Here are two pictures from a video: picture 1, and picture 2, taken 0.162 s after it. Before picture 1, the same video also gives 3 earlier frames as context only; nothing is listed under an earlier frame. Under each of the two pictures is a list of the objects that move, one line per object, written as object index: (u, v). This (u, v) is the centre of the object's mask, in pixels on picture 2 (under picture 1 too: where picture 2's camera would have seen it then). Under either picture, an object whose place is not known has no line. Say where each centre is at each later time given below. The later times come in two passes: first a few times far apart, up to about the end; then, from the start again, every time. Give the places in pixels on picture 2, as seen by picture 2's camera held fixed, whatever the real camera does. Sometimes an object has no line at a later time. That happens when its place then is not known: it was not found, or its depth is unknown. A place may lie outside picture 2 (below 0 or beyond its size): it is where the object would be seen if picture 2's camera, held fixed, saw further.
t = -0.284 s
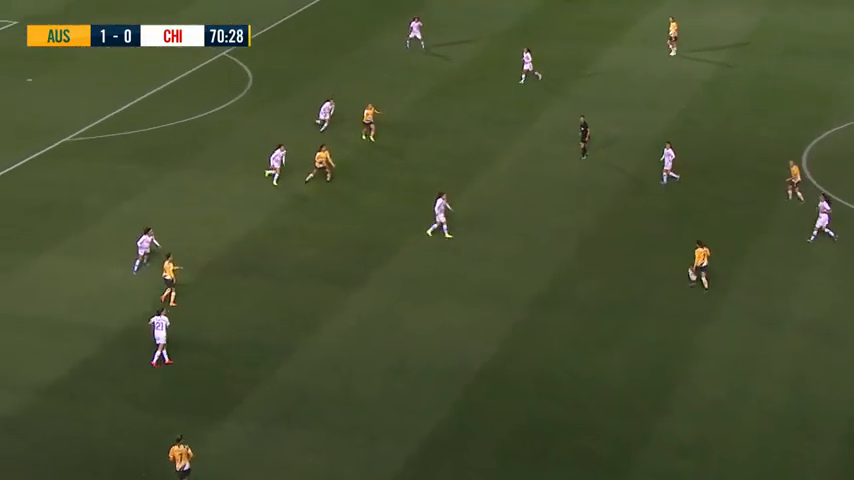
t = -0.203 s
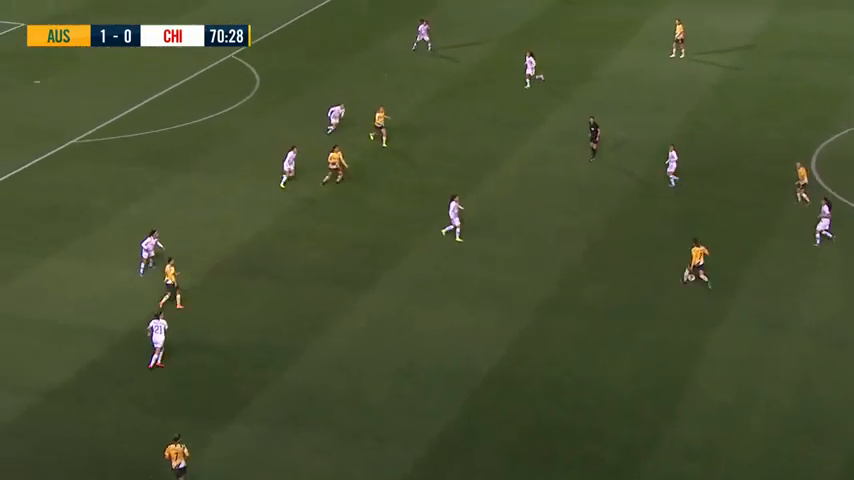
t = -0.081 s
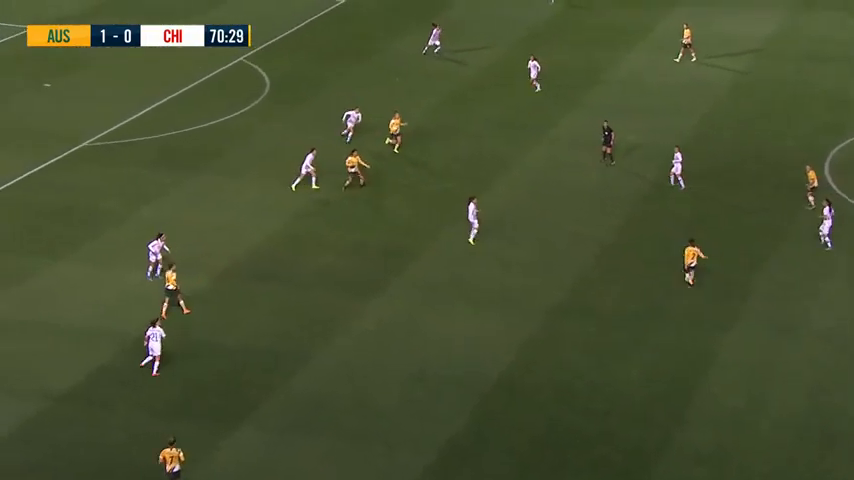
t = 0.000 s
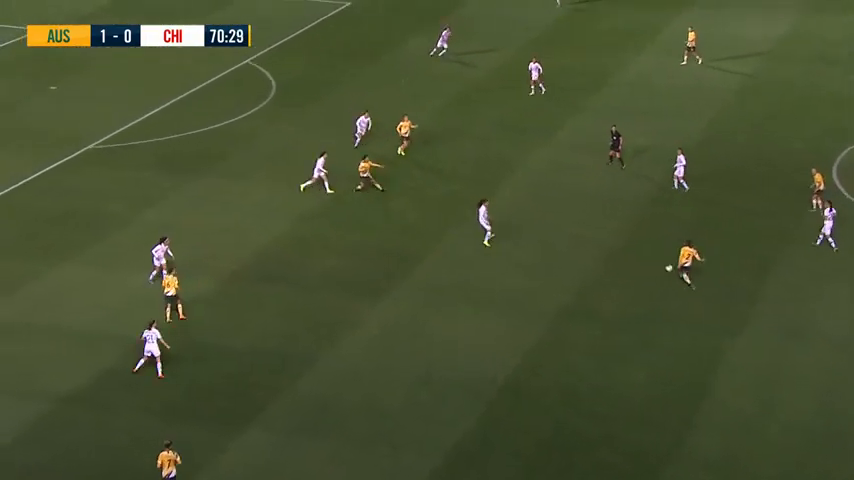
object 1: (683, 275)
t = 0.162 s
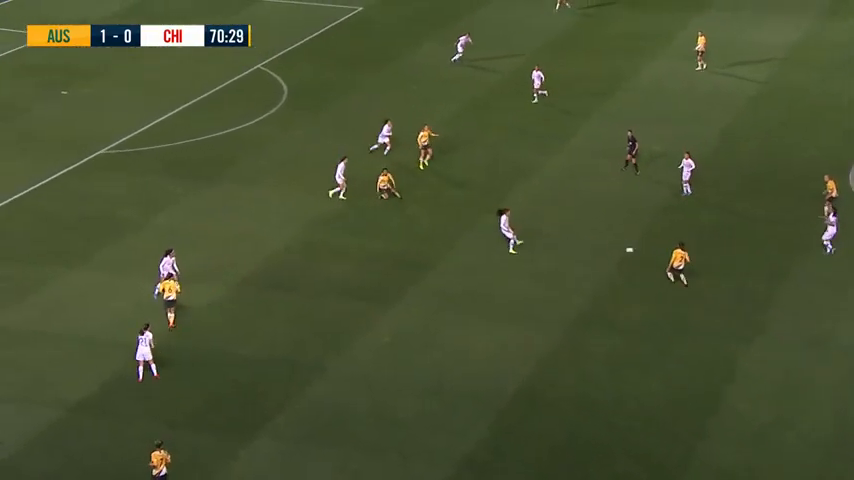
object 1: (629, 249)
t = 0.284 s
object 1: (594, 231)
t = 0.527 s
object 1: (535, 203)
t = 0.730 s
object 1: (493, 183)
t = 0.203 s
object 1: (617, 243)
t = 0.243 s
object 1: (606, 236)
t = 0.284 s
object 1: (594, 231)
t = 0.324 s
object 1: (583, 226)
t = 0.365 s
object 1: (573, 221)
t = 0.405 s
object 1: (564, 217)
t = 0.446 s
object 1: (553, 212)
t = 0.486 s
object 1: (544, 207)
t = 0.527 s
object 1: (535, 203)
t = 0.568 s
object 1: (526, 199)
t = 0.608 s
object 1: (516, 196)
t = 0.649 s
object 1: (509, 191)
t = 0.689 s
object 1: (500, 187)
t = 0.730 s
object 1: (493, 183)
